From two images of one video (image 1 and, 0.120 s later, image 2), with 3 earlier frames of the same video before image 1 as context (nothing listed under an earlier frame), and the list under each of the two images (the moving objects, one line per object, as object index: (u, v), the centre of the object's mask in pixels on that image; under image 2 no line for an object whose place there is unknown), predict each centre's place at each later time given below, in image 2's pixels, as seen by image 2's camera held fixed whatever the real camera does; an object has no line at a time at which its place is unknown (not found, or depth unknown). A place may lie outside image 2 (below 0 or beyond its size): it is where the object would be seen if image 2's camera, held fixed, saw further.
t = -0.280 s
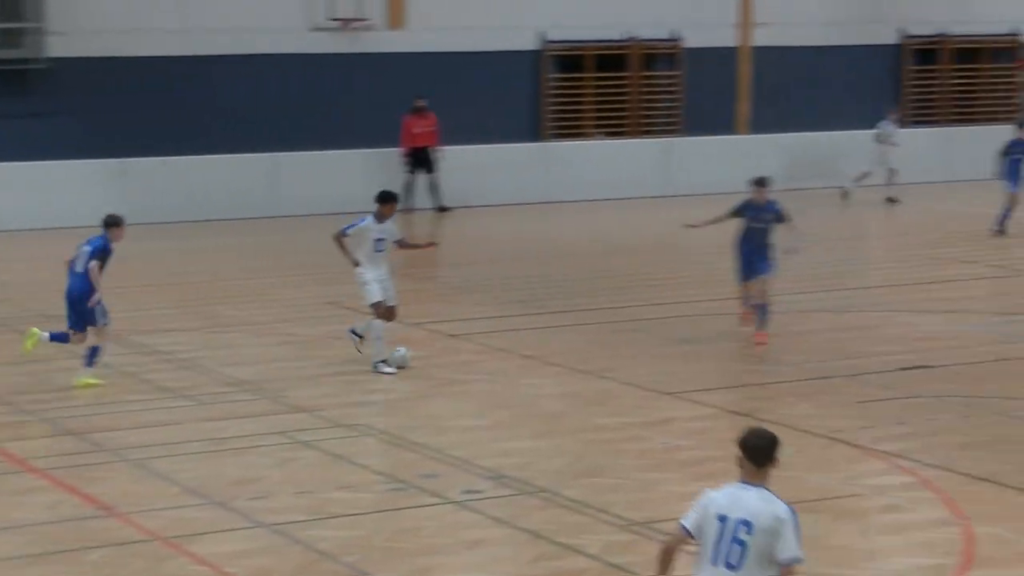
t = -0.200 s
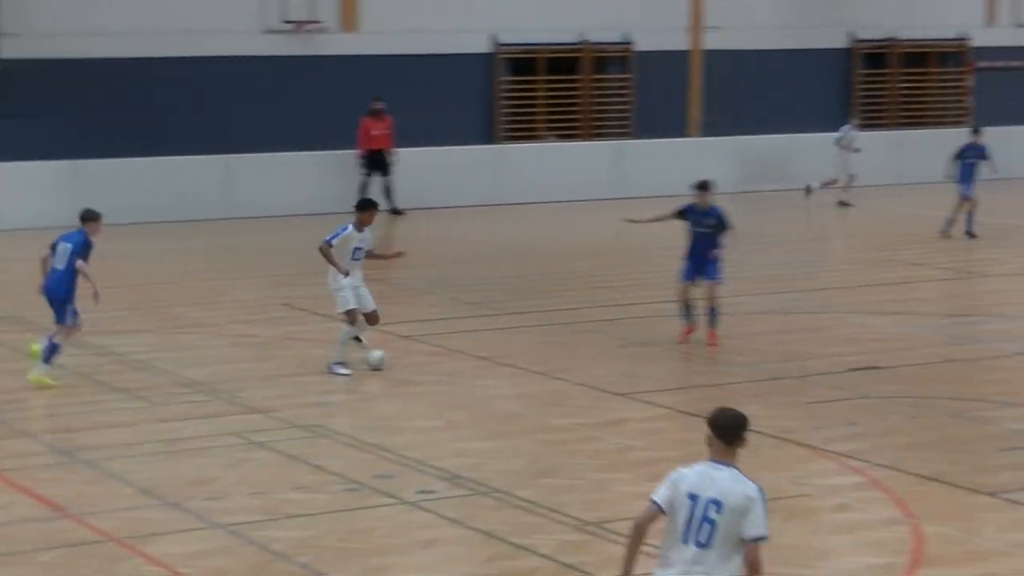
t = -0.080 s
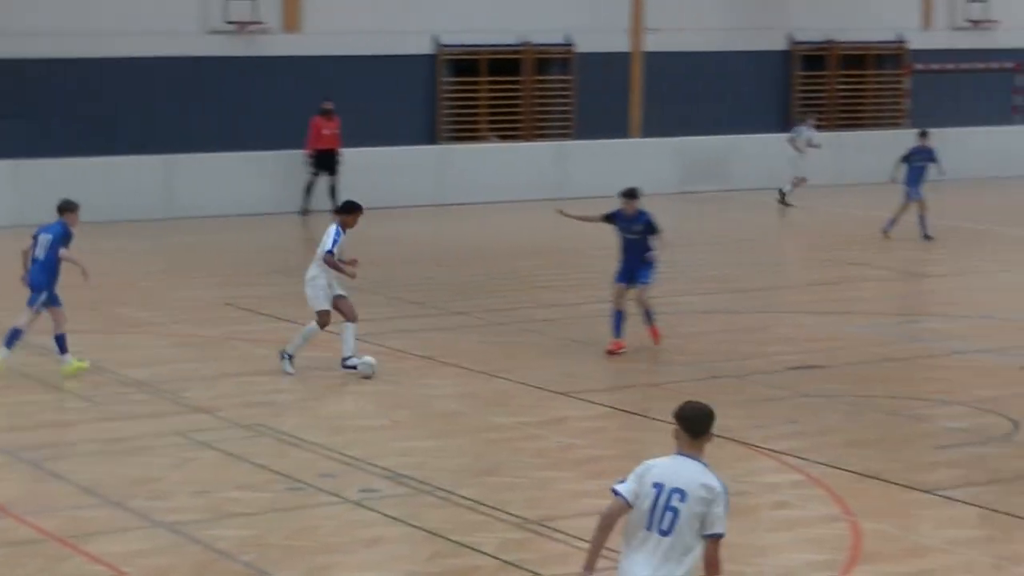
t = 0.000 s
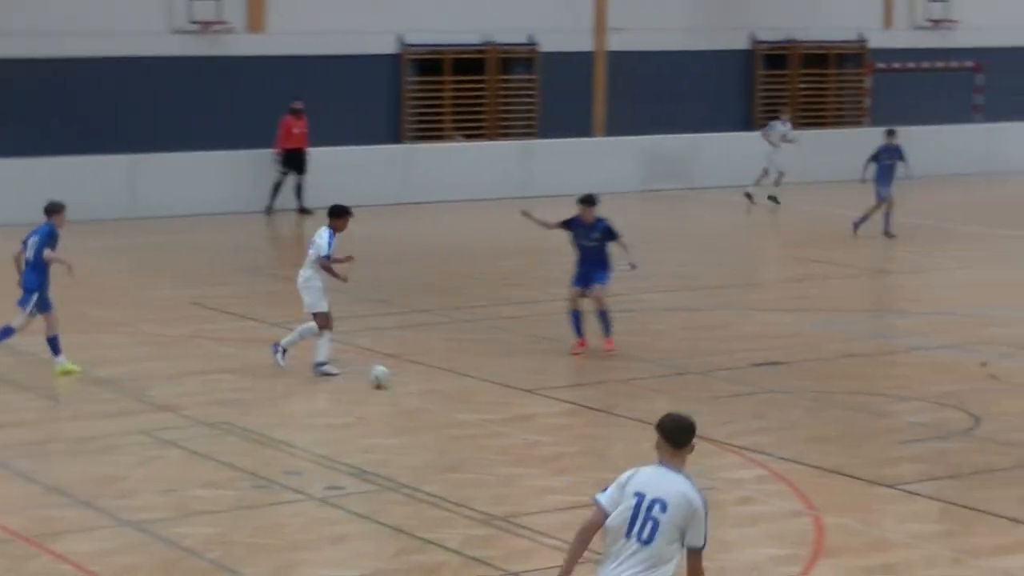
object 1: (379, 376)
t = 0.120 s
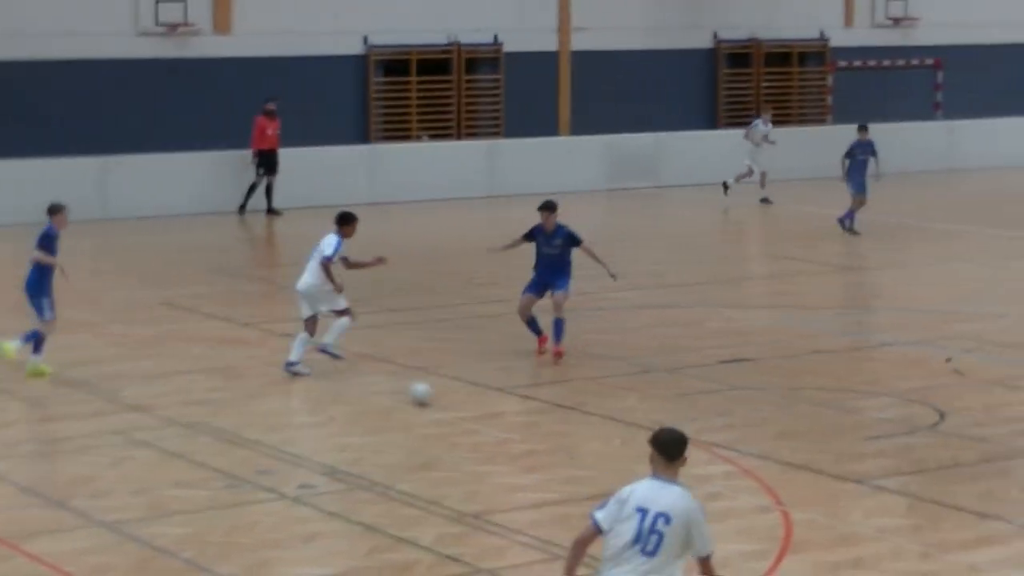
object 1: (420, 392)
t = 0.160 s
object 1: (445, 399)
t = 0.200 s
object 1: (469, 404)
